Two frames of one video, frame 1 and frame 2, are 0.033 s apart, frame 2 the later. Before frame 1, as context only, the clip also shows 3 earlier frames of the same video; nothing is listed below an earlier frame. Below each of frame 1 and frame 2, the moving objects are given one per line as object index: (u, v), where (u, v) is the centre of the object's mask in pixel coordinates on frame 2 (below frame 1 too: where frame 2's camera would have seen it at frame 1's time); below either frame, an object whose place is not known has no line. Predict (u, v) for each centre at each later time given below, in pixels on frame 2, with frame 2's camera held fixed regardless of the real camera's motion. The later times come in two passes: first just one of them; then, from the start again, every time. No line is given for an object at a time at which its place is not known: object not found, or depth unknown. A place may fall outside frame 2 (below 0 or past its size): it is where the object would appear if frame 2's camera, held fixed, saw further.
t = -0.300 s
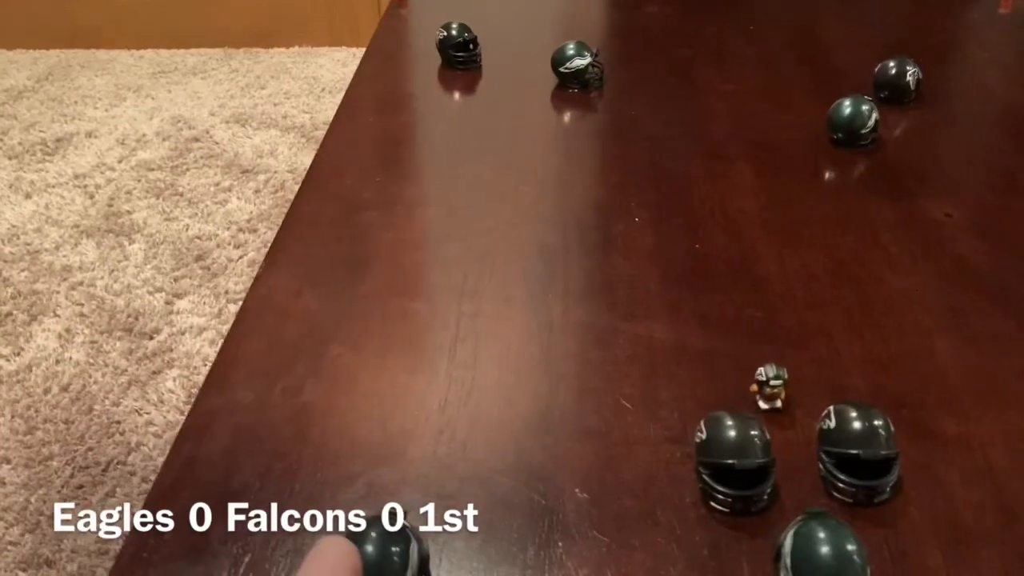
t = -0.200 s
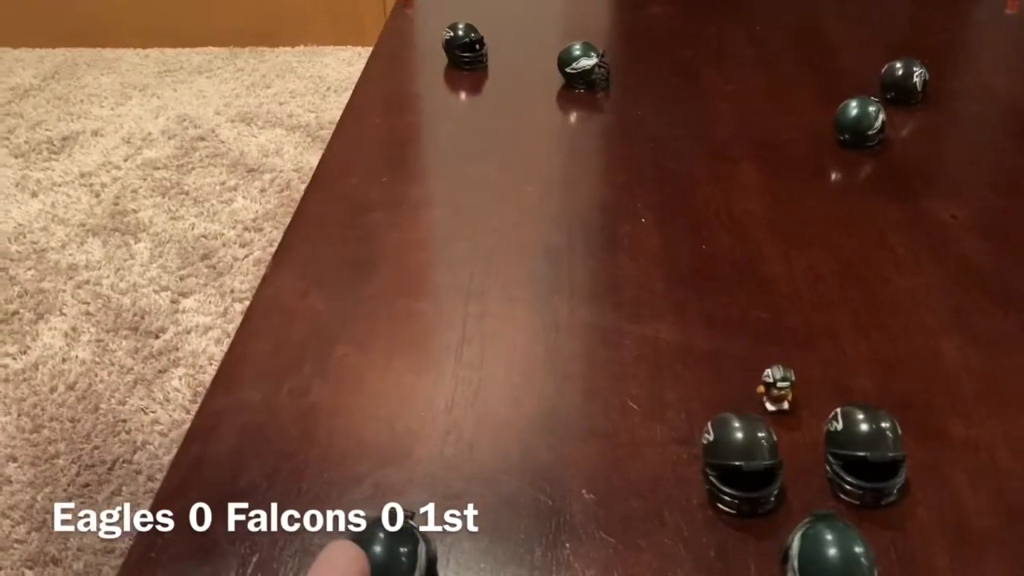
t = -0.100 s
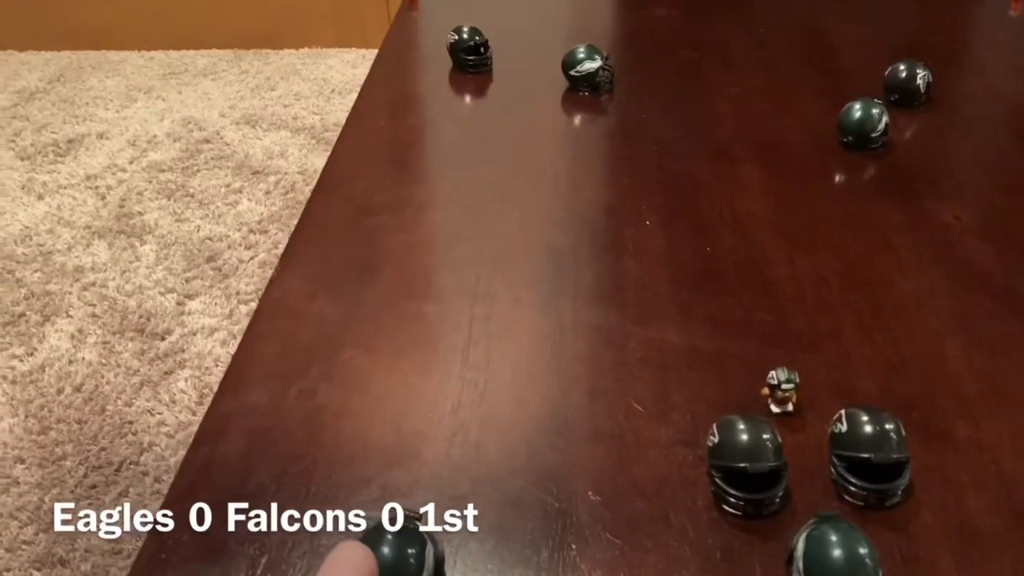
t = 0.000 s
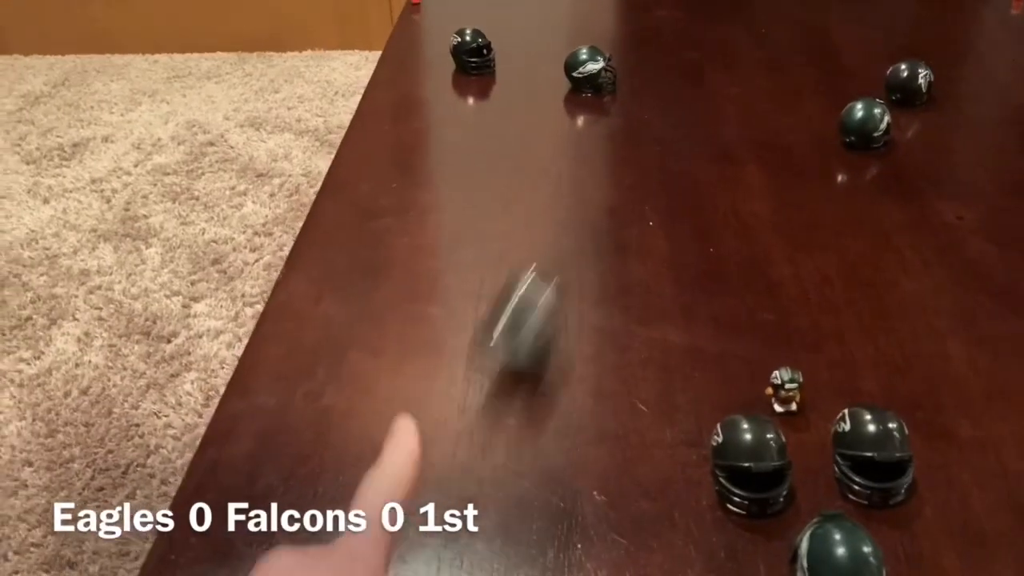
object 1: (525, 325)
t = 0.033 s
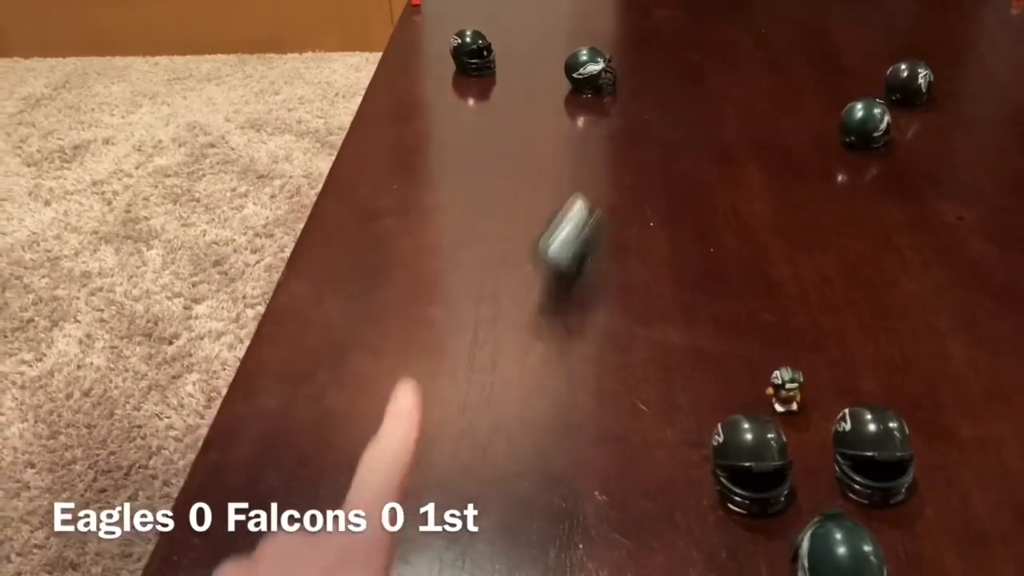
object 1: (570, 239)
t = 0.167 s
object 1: (687, 29)
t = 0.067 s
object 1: (608, 180)
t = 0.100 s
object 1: (635, 124)
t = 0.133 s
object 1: (662, 76)
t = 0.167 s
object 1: (687, 29)
